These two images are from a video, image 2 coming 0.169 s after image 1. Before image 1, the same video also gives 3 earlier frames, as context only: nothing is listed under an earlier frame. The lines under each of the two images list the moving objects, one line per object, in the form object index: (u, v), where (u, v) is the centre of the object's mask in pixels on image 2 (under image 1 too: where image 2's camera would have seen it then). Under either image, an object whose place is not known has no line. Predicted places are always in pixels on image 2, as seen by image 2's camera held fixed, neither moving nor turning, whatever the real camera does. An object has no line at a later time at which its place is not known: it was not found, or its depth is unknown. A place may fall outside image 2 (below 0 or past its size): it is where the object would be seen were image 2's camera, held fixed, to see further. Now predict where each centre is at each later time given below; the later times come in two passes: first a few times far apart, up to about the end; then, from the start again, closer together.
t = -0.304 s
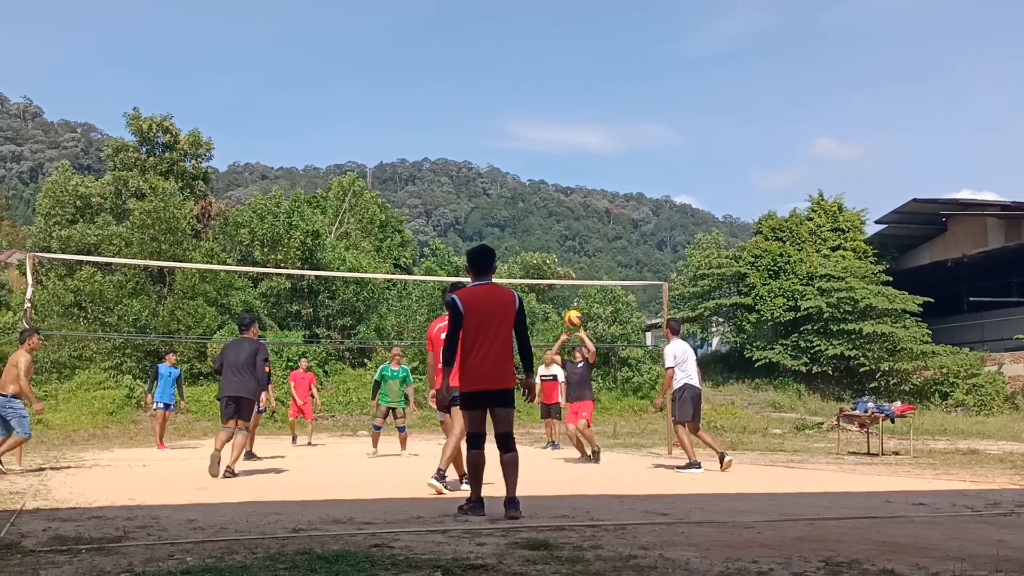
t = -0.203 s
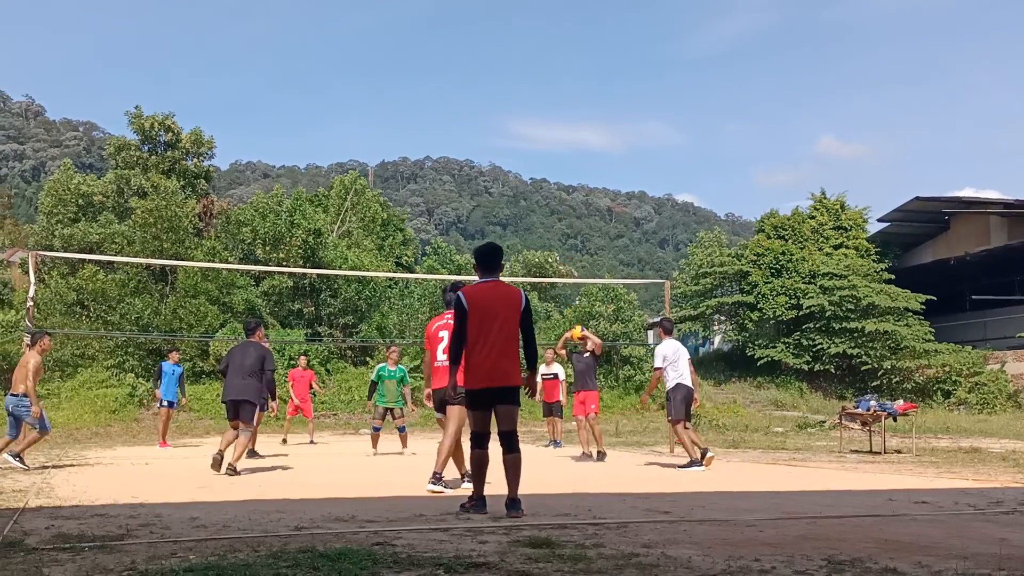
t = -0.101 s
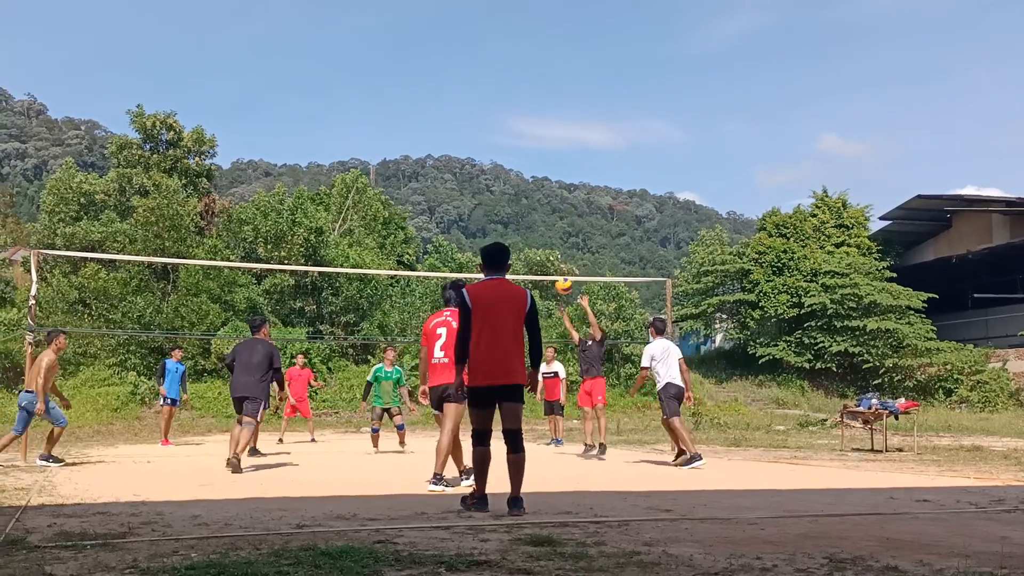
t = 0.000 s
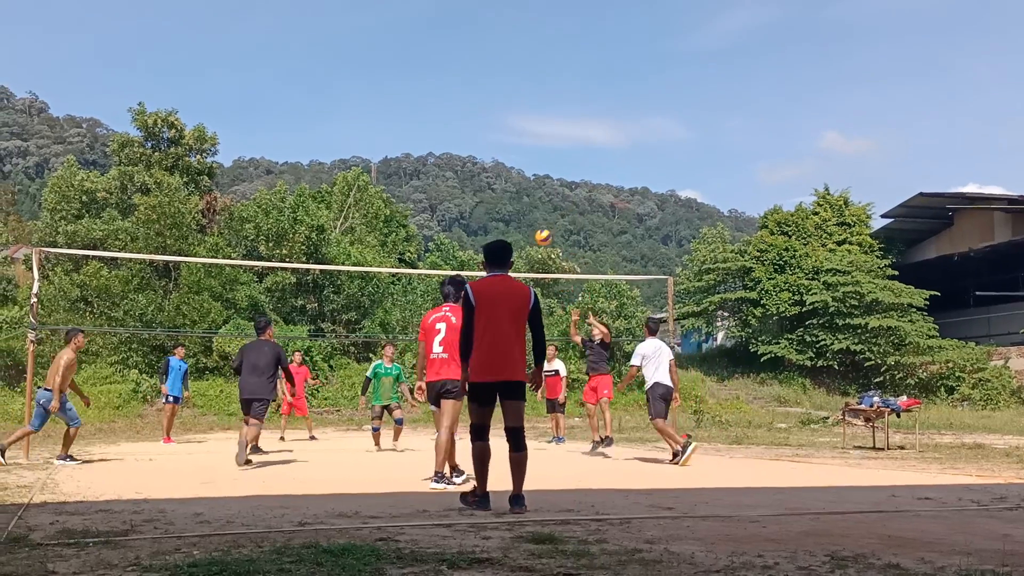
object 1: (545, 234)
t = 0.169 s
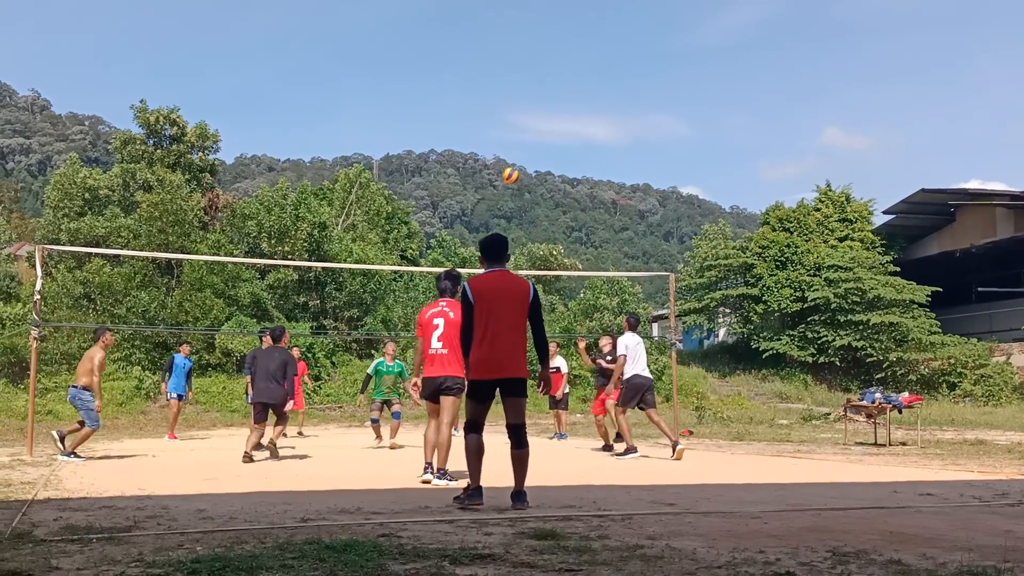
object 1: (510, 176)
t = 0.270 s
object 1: (491, 151)
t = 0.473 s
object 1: (452, 125)
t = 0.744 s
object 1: (402, 138)
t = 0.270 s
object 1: (491, 151)
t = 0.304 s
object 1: (484, 145)
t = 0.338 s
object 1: (478, 139)
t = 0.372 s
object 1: (472, 134)
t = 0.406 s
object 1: (465, 130)
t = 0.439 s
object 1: (459, 127)
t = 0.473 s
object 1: (452, 125)
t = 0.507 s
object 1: (446, 124)
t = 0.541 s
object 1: (440, 123)
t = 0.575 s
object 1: (433, 123)
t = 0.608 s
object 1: (427, 125)
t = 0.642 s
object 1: (421, 127)
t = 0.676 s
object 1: (415, 130)
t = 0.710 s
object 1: (408, 133)
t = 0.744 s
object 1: (402, 138)
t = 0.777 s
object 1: (395, 143)
